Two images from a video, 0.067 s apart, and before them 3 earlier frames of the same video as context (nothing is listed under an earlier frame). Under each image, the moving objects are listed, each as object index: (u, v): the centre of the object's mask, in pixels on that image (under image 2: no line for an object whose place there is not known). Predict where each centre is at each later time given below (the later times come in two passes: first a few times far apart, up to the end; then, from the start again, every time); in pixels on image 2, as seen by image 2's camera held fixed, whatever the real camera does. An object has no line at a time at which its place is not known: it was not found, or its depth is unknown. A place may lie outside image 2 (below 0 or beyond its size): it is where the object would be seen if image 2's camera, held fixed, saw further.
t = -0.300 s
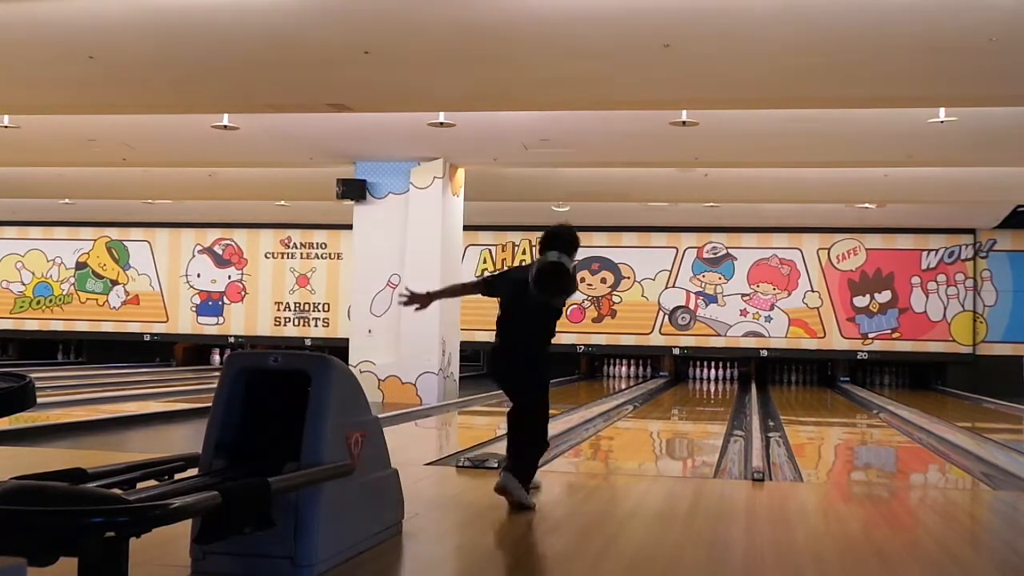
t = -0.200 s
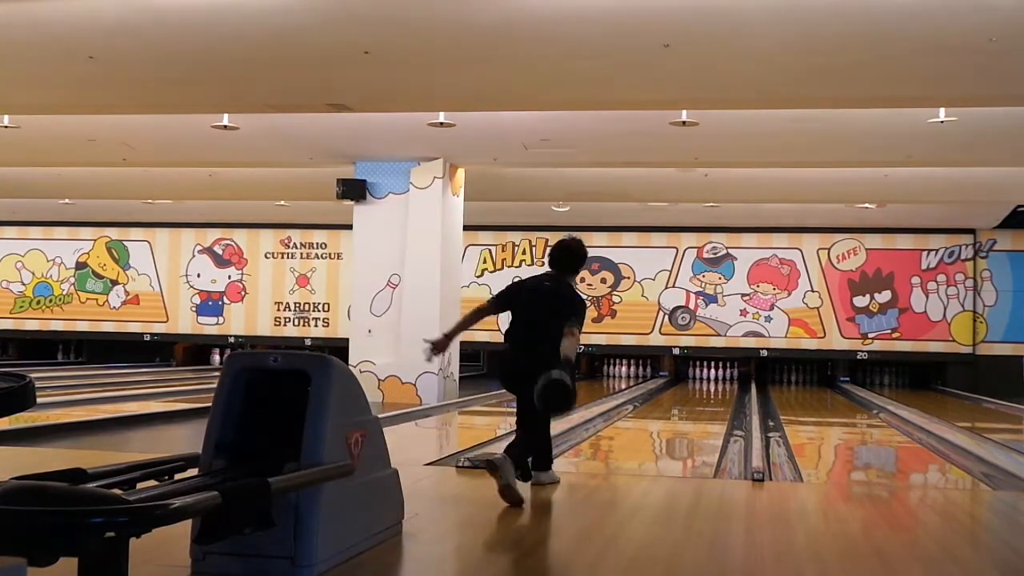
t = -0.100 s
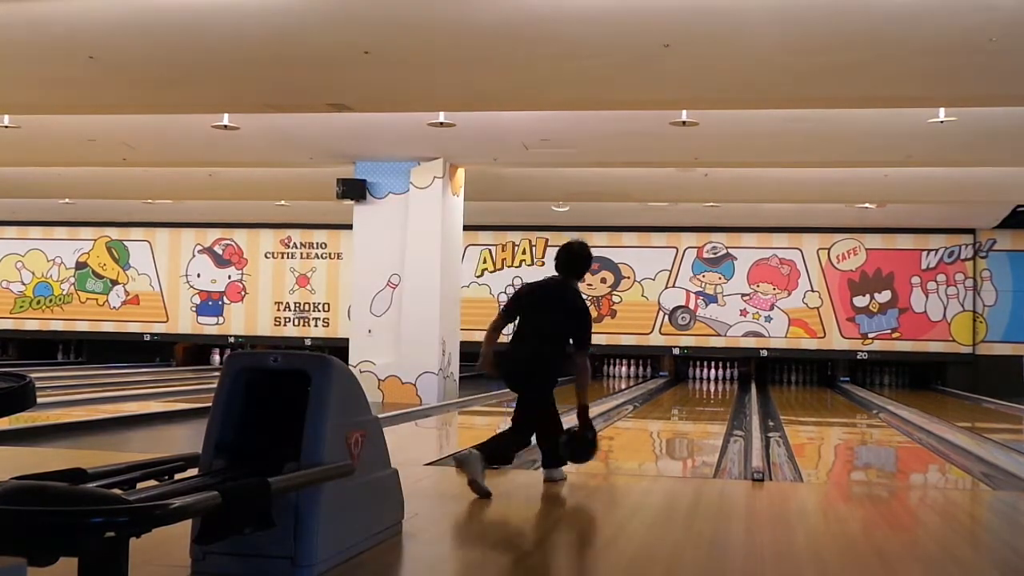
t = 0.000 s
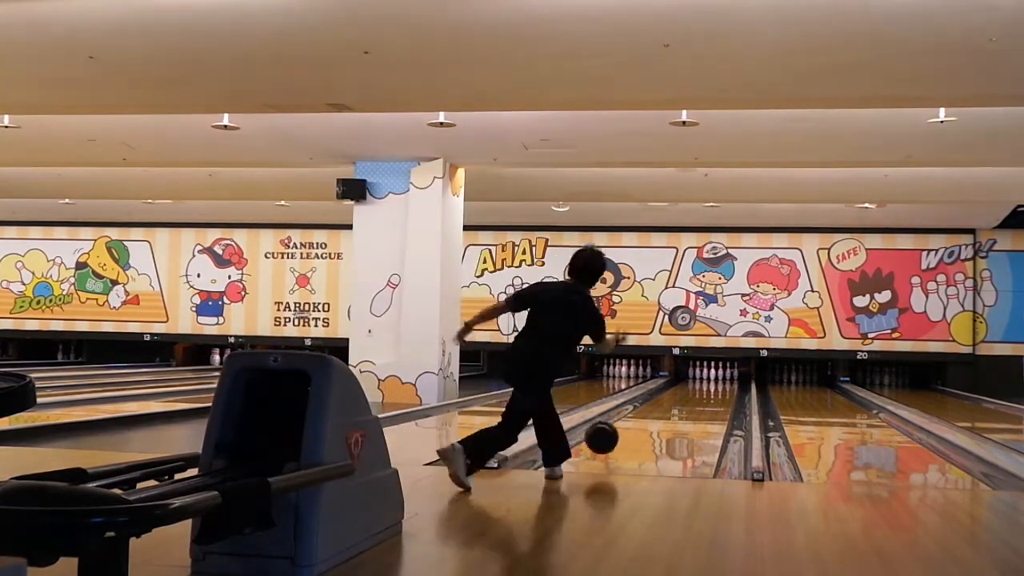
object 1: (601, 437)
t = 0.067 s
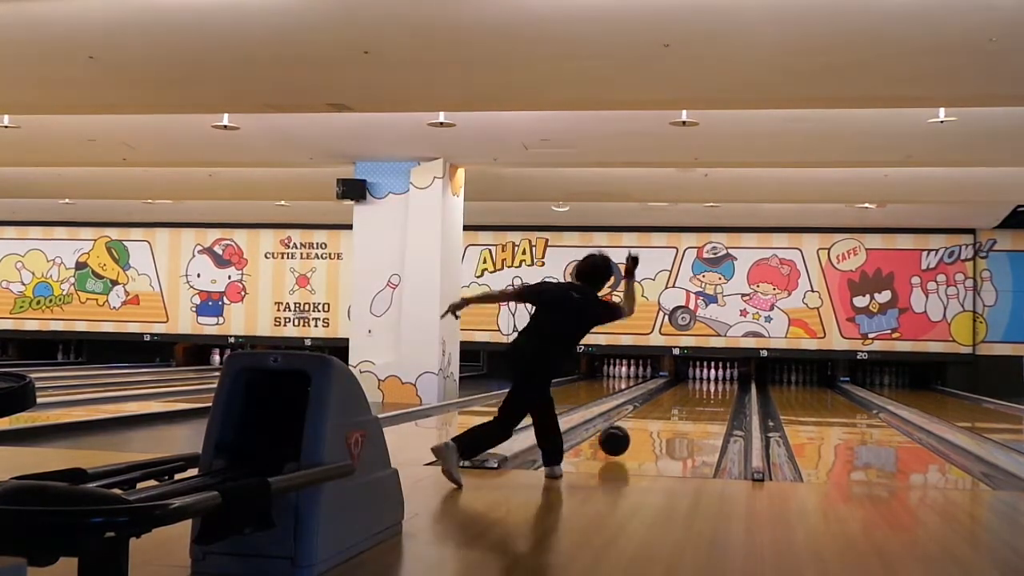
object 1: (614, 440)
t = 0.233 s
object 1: (638, 427)
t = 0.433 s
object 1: (659, 414)
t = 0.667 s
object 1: (675, 403)
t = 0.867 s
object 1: (685, 396)
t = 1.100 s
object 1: (694, 390)
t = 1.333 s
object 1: (701, 384)
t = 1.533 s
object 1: (706, 381)
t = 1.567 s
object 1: (706, 380)
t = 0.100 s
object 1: (619, 439)
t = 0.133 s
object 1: (625, 435)
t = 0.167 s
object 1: (629, 433)
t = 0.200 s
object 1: (634, 430)
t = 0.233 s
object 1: (638, 427)
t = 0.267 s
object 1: (642, 425)
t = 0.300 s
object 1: (646, 423)
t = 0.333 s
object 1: (650, 420)
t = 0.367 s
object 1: (653, 417)
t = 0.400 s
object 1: (656, 416)
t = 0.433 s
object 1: (659, 414)
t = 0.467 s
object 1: (662, 412)
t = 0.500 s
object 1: (664, 410)
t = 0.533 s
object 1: (667, 409)
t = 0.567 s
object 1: (669, 407)
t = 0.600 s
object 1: (671, 406)
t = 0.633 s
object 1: (673, 405)
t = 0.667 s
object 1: (675, 403)
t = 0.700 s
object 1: (677, 402)
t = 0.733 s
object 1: (679, 401)
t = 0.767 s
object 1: (680, 400)
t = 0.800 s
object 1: (682, 398)
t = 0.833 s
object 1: (683, 397)
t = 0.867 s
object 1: (685, 396)
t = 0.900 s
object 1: (686, 395)
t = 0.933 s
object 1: (688, 394)
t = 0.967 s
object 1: (690, 393)
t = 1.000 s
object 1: (691, 392)
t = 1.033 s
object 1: (692, 391)
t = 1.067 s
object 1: (693, 390)
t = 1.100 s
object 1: (694, 390)
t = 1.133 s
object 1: (696, 389)
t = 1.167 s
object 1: (696, 388)
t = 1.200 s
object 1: (697, 387)
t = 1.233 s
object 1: (699, 386)
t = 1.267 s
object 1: (700, 386)
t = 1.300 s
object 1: (700, 385)
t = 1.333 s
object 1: (701, 384)
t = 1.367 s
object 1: (702, 384)
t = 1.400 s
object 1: (703, 383)
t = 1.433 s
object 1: (704, 382)
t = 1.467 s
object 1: (705, 381)
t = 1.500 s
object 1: (705, 381)
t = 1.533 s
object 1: (706, 381)
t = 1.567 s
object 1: (706, 380)
